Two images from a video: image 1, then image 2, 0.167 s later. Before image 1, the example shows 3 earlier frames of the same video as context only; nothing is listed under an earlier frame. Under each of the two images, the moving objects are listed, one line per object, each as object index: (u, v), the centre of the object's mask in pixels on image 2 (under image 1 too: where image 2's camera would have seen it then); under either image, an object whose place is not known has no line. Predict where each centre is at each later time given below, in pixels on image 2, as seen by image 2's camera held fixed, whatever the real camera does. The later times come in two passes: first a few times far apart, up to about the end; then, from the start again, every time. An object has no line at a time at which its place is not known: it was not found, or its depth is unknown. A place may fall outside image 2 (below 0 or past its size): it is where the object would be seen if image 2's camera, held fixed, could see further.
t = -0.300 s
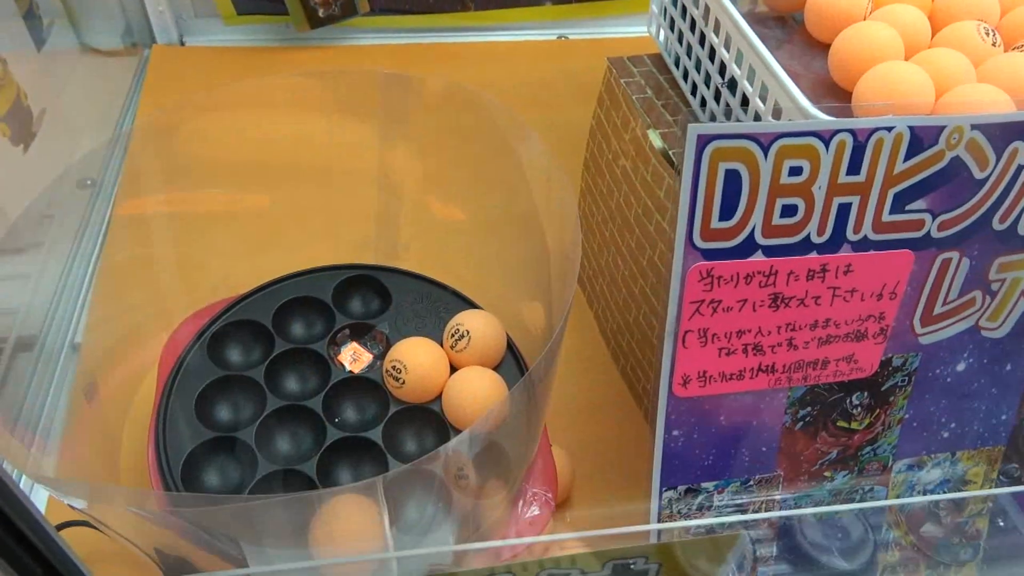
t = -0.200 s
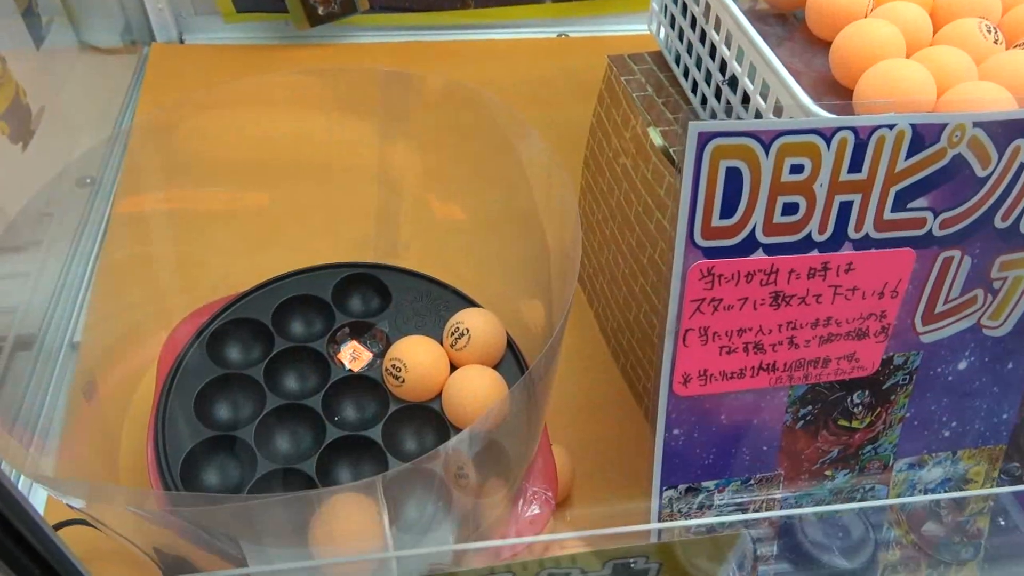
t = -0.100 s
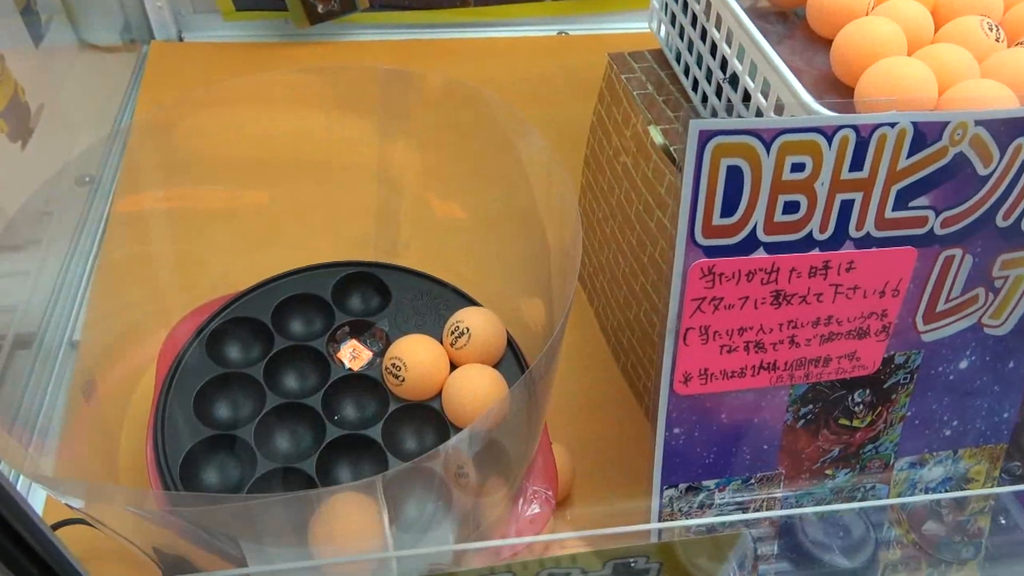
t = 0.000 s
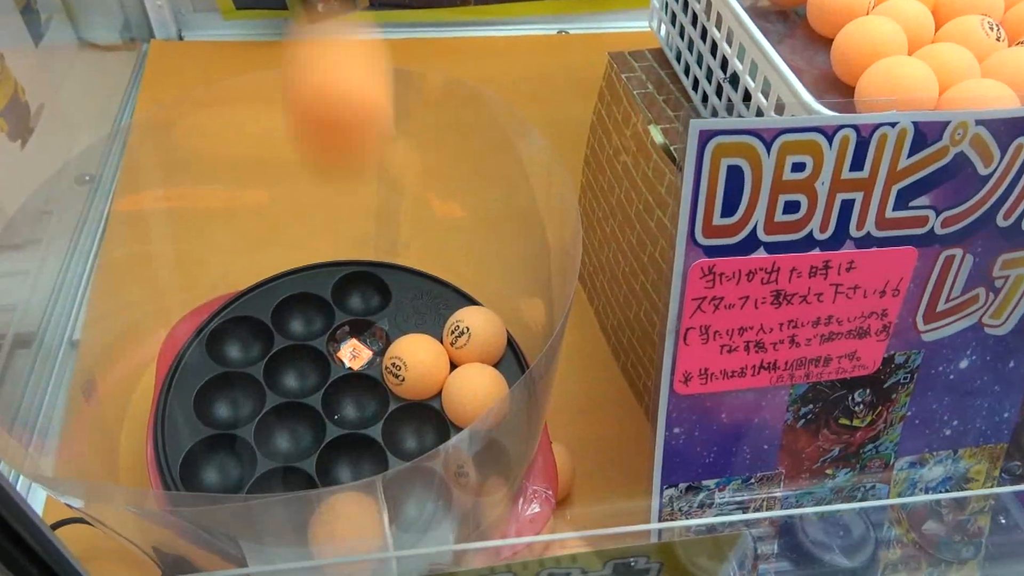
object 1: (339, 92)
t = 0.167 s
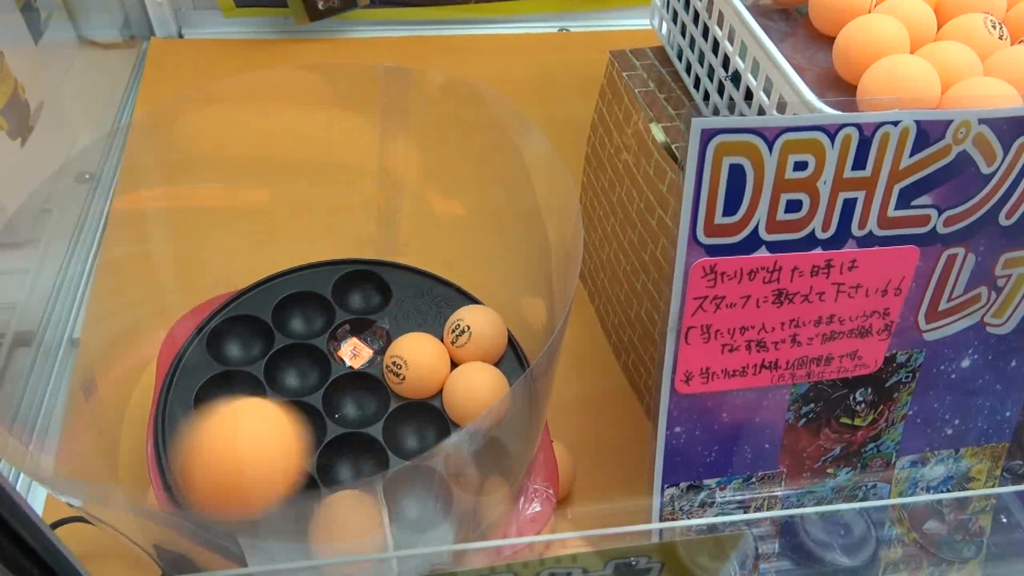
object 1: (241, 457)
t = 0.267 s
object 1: (96, 410)
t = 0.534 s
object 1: (182, 411)
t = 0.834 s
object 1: (441, 383)
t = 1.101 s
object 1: (507, 358)
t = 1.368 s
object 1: (507, 356)
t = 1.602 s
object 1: (509, 354)
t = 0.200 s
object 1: (190, 441)
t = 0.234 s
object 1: (137, 436)
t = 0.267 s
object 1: (96, 410)
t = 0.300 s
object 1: (75, 383)
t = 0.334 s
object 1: (69, 380)
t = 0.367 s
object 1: (72, 399)
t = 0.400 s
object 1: (94, 409)
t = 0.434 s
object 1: (123, 426)
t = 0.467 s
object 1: (153, 452)
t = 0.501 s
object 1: (178, 461)
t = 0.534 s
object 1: (182, 411)
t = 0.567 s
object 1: (193, 364)
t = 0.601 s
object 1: (211, 328)
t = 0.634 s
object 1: (236, 306)
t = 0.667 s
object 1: (265, 302)
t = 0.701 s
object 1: (298, 314)
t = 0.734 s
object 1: (331, 338)
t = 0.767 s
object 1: (364, 374)
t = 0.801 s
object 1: (394, 413)
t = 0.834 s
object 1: (441, 383)
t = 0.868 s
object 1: (506, 349)
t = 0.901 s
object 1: (524, 336)
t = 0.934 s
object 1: (523, 335)
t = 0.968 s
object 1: (518, 343)
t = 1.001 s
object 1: (509, 362)
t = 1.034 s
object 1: (508, 360)
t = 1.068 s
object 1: (507, 358)
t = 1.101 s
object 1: (507, 358)
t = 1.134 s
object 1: (508, 358)
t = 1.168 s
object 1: (508, 357)
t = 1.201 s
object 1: (508, 357)
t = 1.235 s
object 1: (509, 357)
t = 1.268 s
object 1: (509, 357)
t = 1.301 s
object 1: (508, 357)
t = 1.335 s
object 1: (508, 356)
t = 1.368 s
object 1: (507, 356)
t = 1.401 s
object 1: (507, 356)
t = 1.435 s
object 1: (508, 356)
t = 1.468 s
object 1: (508, 355)
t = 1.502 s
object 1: (509, 356)
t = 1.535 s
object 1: (509, 355)
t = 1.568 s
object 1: (509, 355)
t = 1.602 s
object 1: (509, 354)
